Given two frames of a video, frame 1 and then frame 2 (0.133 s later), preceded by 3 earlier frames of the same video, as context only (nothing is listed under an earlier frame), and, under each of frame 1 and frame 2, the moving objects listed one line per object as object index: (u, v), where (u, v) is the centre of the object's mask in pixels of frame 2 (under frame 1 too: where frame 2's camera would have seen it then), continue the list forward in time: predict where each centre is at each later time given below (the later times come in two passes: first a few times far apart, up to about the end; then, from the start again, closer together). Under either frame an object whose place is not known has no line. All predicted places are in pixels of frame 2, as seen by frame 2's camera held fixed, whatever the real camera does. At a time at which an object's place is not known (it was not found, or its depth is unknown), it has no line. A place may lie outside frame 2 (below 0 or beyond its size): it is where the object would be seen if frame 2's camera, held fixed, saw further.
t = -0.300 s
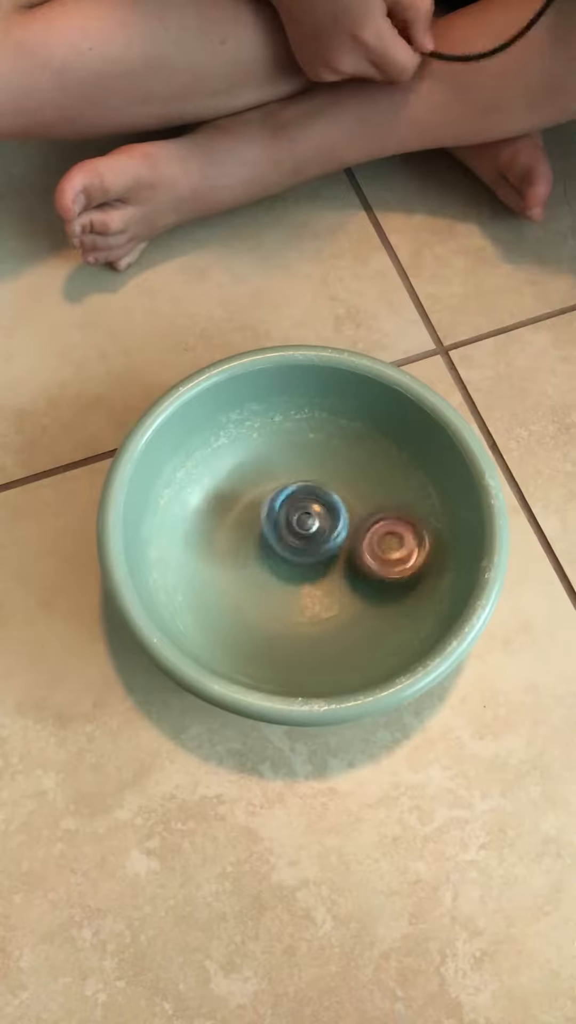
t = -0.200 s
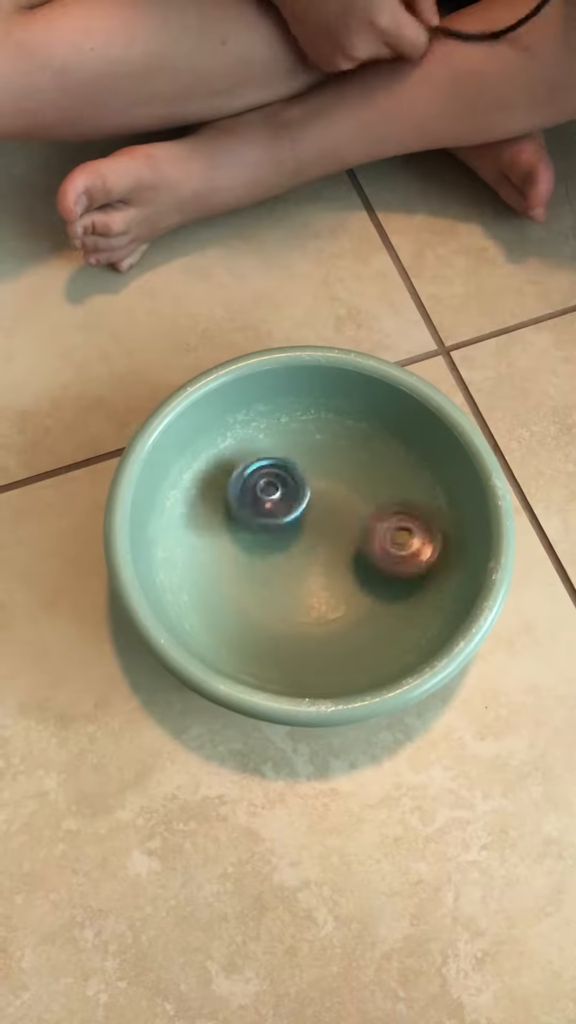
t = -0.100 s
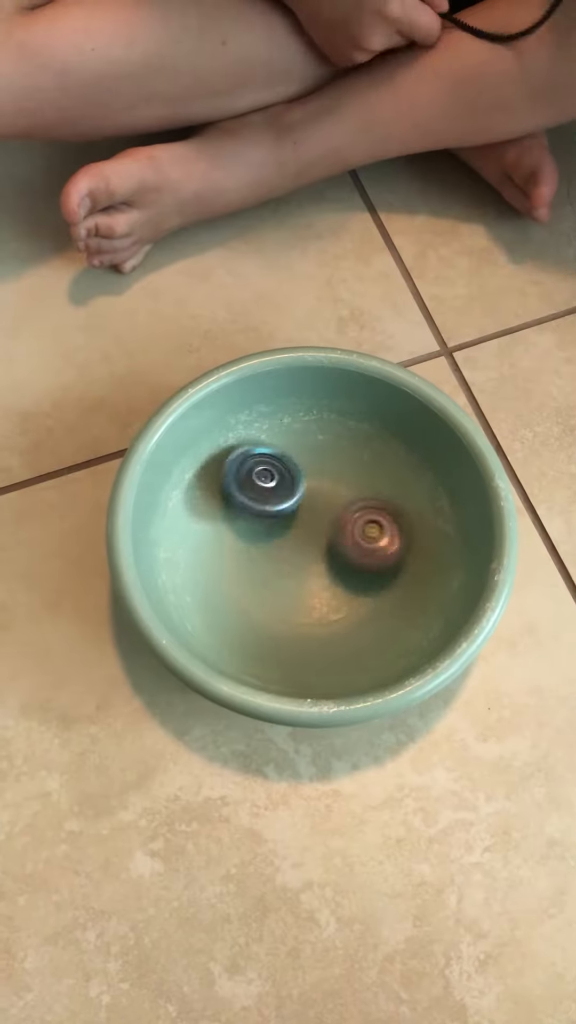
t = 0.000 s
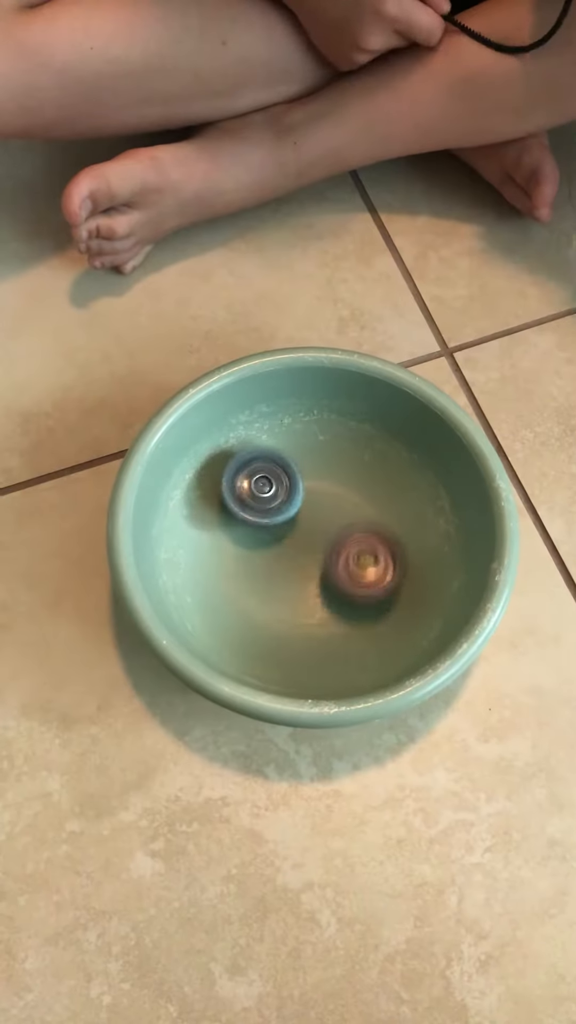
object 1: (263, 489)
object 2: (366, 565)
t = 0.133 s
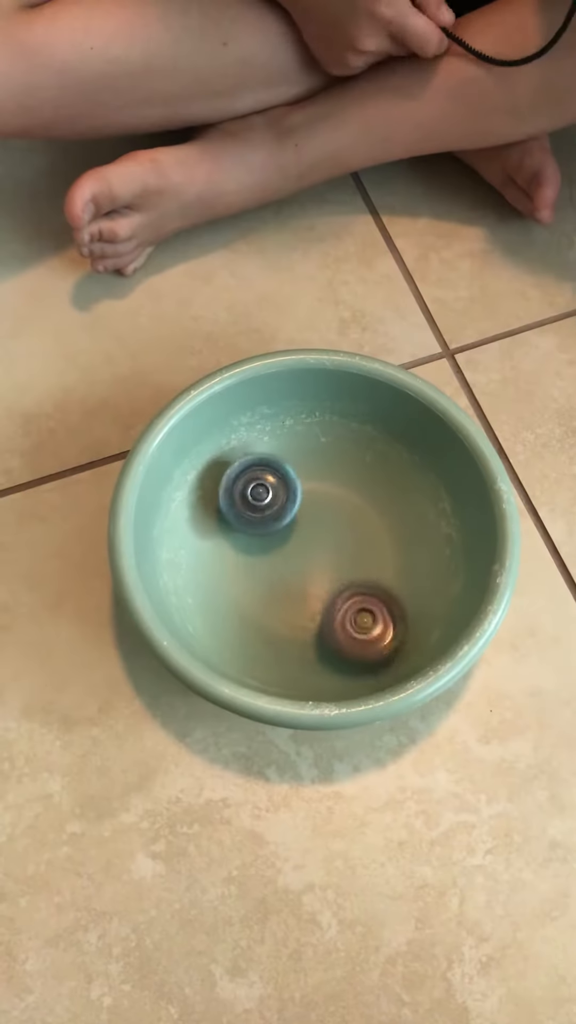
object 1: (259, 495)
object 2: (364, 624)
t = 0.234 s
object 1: (257, 498)
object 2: (362, 607)
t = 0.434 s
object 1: (259, 496)
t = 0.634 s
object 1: (263, 498)
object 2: (329, 613)
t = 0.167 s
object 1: (259, 497)
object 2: (362, 620)
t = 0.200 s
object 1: (259, 499)
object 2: (361, 613)
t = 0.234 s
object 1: (257, 498)
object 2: (362, 607)
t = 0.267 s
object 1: (258, 498)
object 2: (361, 605)
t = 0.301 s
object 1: (258, 497)
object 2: (358, 607)
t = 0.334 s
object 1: (259, 498)
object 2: (351, 614)
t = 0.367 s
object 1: (258, 498)
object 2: (345, 620)
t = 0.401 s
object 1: (258, 497)
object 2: (343, 623)
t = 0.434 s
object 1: (259, 496)
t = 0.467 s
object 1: (257, 497)
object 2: (354, 618)
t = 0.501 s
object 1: (260, 497)
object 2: (359, 612)
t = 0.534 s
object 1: (261, 495)
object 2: (356, 608)
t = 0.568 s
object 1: (262, 495)
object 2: (350, 608)
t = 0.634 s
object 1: (263, 498)
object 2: (329, 613)
